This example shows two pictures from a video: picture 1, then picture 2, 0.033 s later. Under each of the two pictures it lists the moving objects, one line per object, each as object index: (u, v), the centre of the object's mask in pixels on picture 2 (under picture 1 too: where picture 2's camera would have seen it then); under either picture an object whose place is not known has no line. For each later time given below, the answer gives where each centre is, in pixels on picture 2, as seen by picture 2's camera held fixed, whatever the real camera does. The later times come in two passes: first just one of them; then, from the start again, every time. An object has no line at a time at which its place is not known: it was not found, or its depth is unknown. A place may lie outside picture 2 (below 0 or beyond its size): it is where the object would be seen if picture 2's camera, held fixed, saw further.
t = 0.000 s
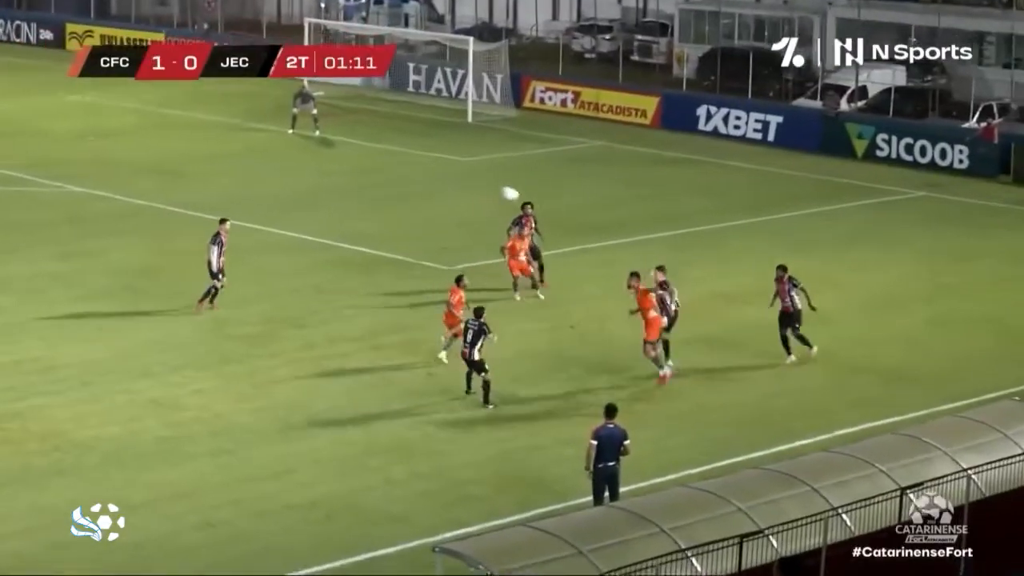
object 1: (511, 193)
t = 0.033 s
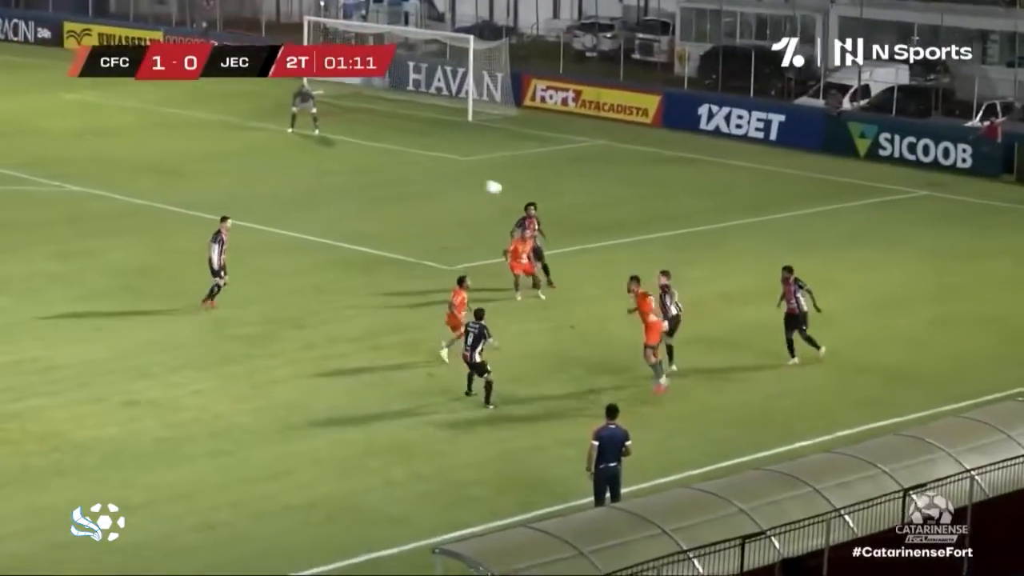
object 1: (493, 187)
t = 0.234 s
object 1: (395, 161)
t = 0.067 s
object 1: (476, 181)
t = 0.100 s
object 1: (459, 176)
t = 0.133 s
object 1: (442, 172)
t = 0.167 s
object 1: (427, 167)
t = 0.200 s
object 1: (410, 164)
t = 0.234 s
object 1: (395, 161)
